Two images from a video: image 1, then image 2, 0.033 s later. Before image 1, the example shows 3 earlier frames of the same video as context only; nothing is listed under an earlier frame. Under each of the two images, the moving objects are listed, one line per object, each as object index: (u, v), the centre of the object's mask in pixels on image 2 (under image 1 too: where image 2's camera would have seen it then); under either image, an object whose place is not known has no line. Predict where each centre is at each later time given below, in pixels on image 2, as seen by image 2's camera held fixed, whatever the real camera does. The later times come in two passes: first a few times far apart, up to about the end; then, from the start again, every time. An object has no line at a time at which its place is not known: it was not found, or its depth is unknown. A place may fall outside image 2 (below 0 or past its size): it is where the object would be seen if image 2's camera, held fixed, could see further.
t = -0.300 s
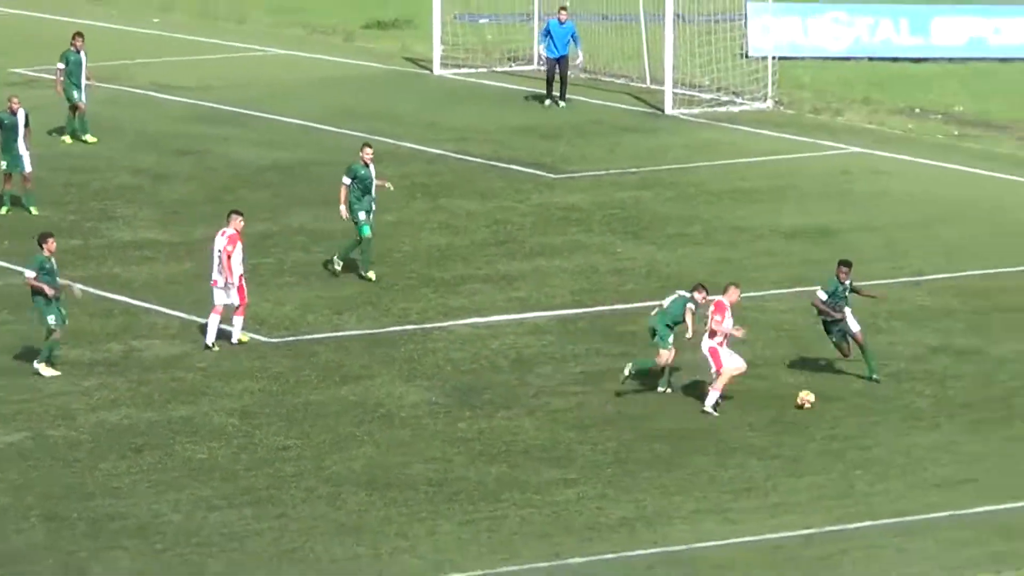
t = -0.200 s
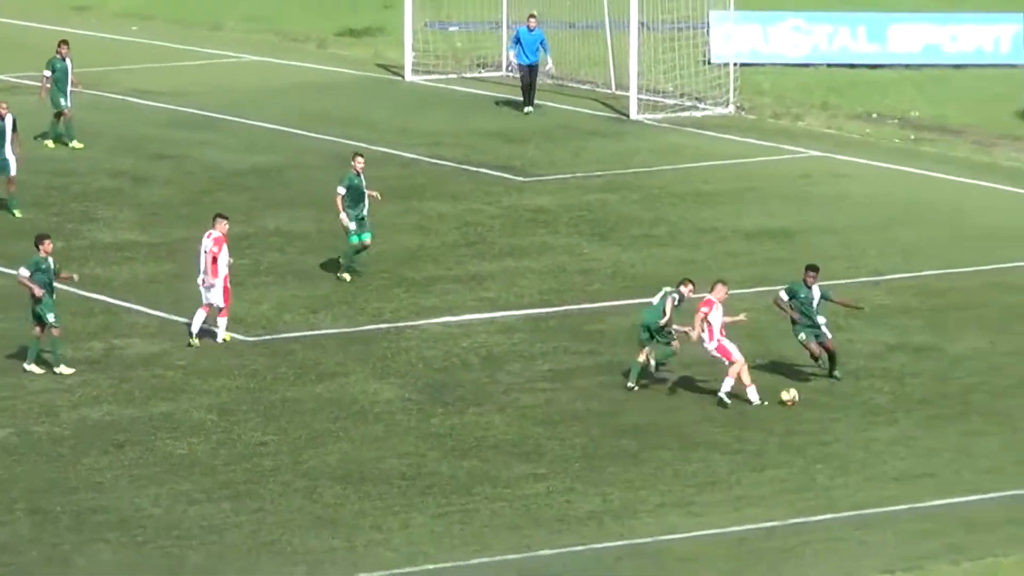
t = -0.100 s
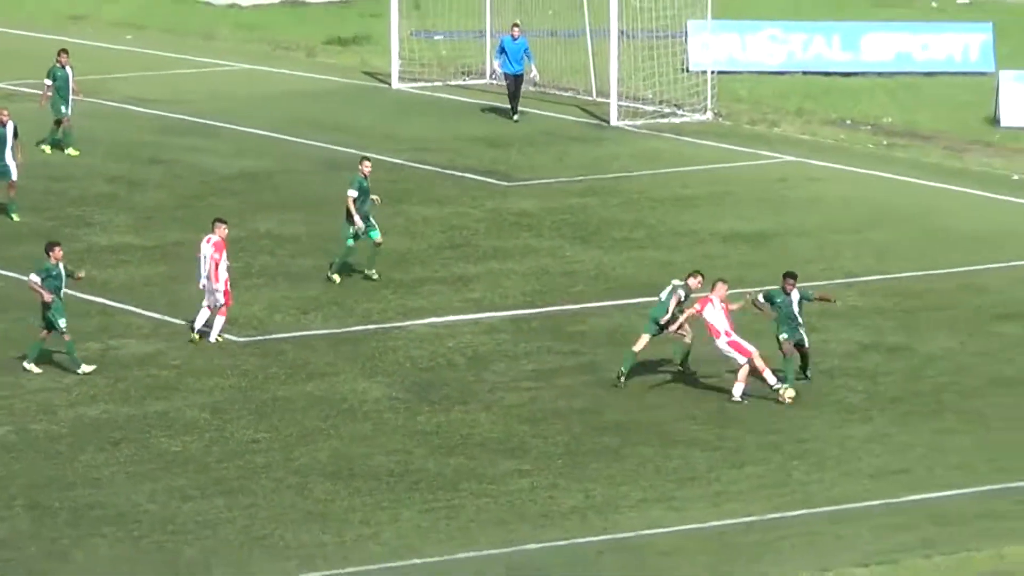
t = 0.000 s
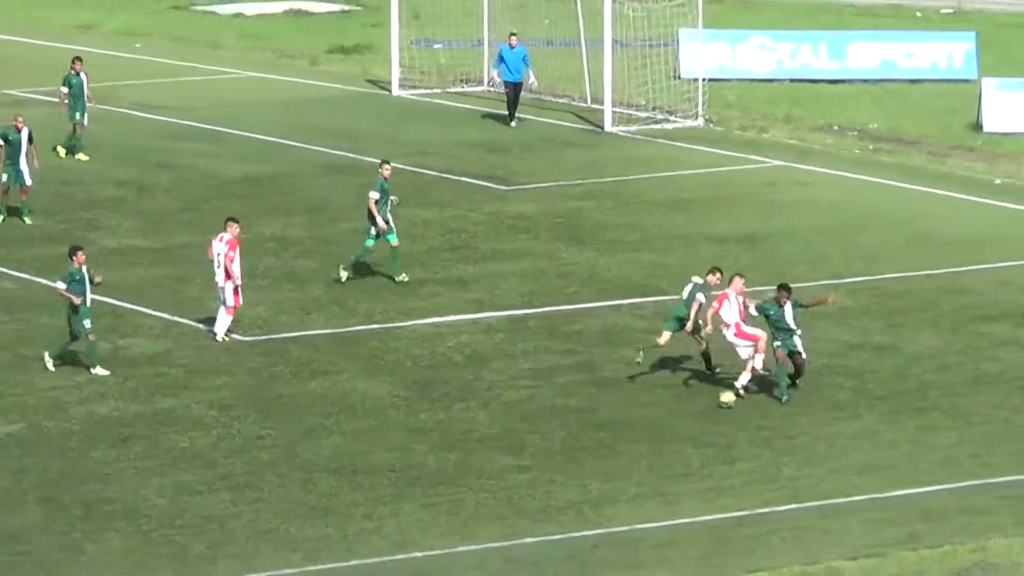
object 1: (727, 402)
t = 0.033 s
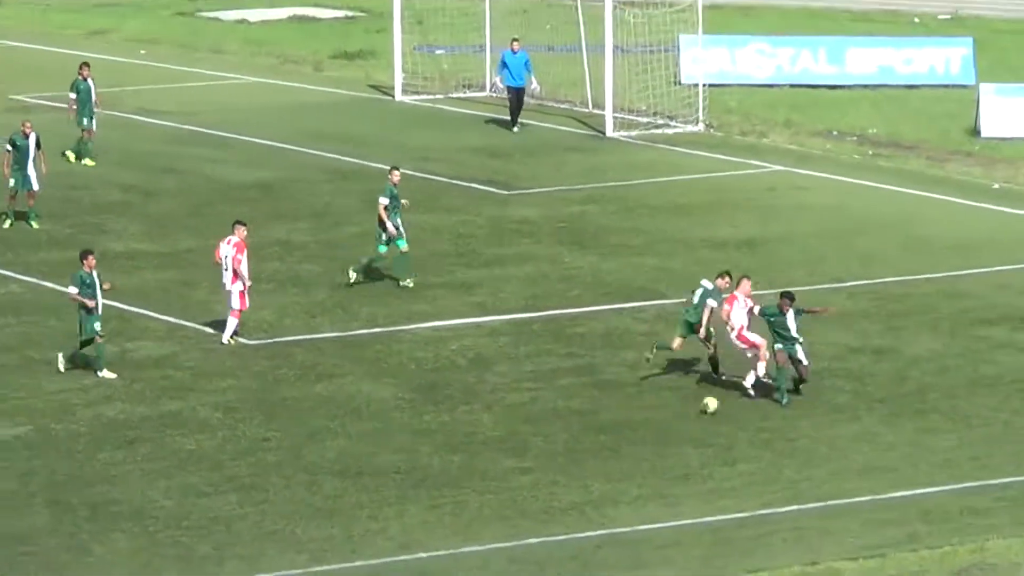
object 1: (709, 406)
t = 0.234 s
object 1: (616, 420)
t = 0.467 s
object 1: (519, 436)
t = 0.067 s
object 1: (692, 409)
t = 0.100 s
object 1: (676, 410)
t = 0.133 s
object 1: (660, 413)
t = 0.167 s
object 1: (645, 416)
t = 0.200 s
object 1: (630, 418)
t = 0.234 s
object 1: (616, 420)
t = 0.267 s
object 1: (602, 423)
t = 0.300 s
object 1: (587, 425)
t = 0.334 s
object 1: (573, 426)
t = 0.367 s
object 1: (559, 429)
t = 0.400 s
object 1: (546, 431)
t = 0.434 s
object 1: (533, 434)
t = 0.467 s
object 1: (519, 436)
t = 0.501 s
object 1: (505, 437)
